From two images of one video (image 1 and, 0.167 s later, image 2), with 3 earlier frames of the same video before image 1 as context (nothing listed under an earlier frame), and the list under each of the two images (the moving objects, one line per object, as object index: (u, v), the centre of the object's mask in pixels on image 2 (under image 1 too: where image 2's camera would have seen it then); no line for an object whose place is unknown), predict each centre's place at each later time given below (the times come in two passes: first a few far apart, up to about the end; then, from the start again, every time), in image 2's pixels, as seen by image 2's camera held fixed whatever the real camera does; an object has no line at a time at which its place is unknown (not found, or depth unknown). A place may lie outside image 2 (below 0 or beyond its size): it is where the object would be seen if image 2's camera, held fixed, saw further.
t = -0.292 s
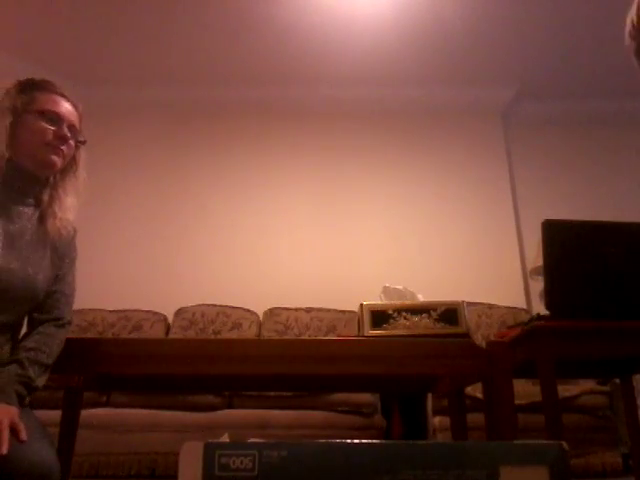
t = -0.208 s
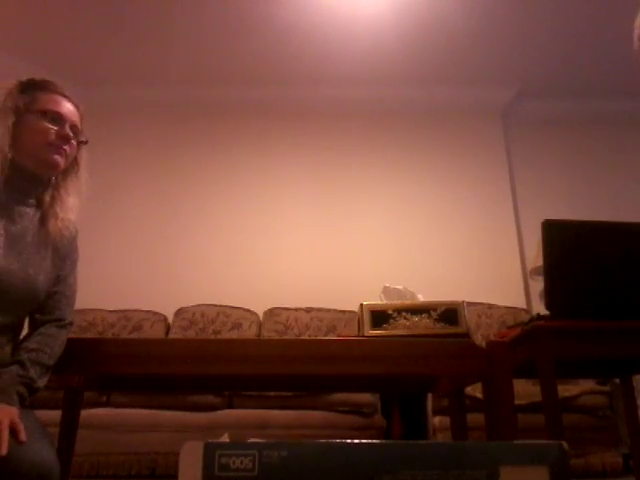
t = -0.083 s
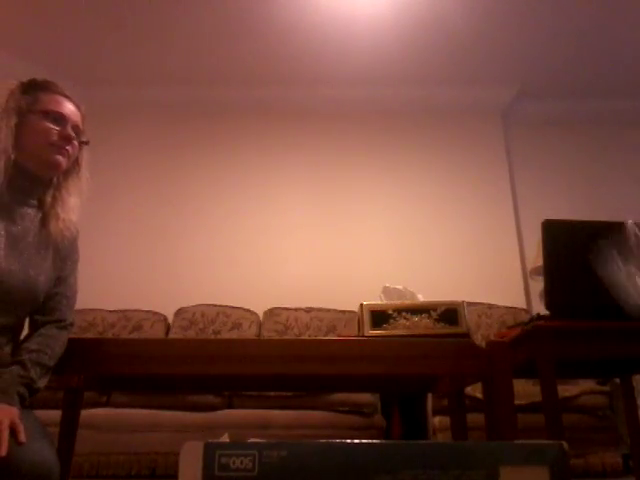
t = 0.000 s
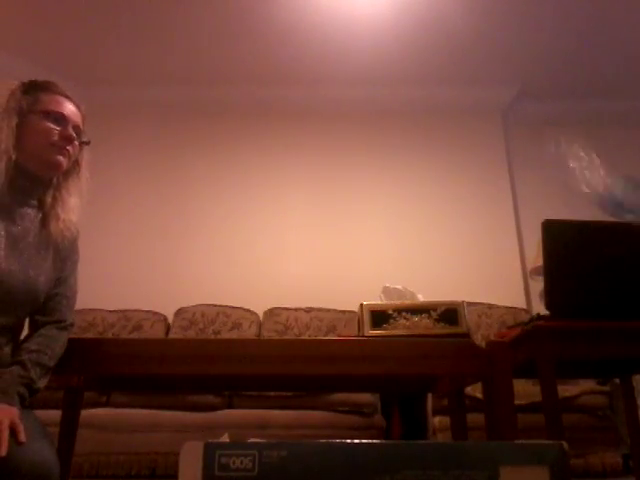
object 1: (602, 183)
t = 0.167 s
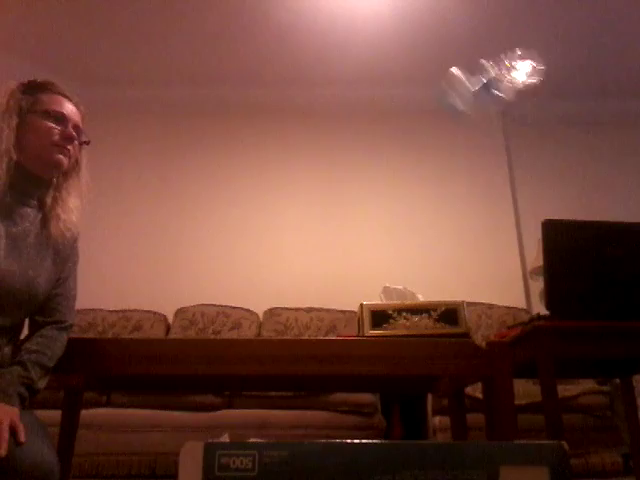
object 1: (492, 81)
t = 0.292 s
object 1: (457, 81)
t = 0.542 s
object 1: (403, 376)
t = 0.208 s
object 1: (478, 72)
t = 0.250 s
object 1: (466, 72)
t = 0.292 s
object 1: (457, 81)
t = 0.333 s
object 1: (448, 99)
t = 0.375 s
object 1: (439, 129)
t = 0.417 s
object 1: (426, 164)
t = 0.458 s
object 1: (417, 222)
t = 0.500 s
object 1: (411, 322)
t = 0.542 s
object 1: (403, 376)
